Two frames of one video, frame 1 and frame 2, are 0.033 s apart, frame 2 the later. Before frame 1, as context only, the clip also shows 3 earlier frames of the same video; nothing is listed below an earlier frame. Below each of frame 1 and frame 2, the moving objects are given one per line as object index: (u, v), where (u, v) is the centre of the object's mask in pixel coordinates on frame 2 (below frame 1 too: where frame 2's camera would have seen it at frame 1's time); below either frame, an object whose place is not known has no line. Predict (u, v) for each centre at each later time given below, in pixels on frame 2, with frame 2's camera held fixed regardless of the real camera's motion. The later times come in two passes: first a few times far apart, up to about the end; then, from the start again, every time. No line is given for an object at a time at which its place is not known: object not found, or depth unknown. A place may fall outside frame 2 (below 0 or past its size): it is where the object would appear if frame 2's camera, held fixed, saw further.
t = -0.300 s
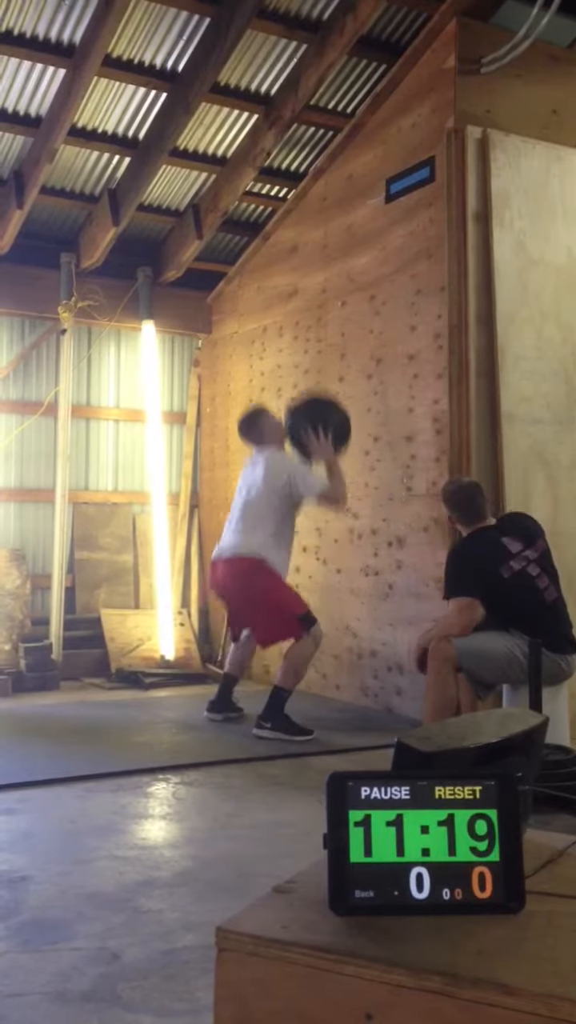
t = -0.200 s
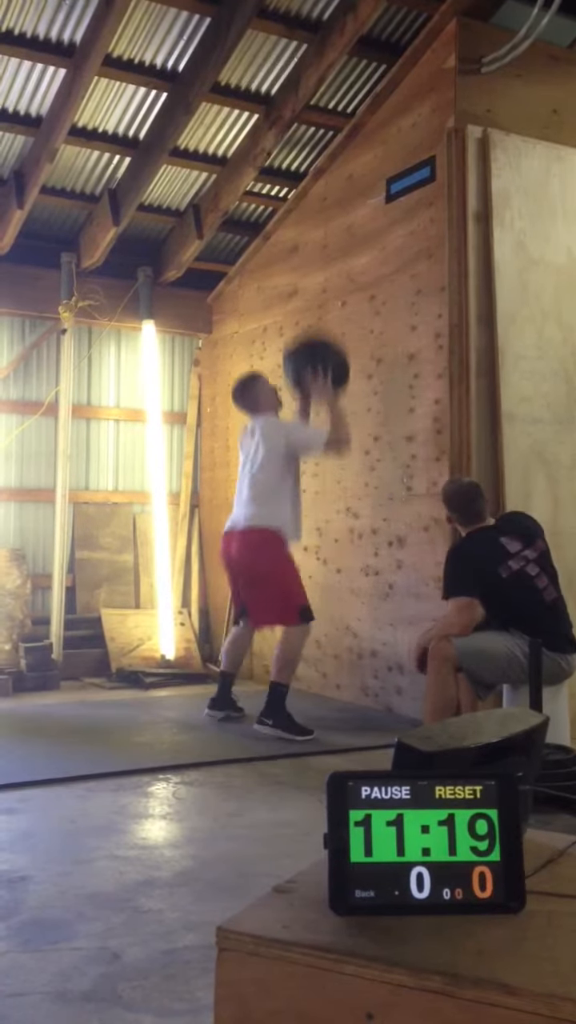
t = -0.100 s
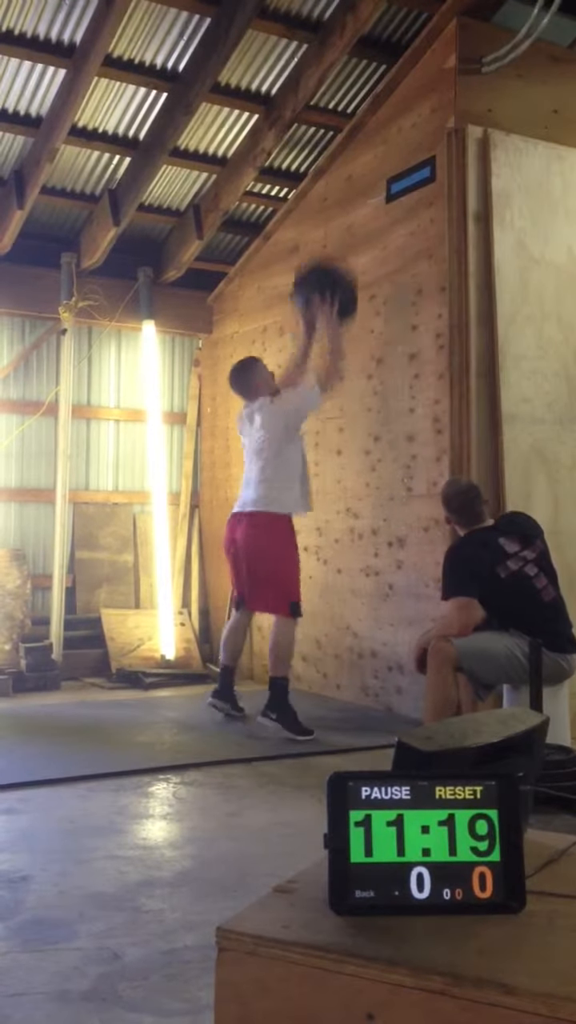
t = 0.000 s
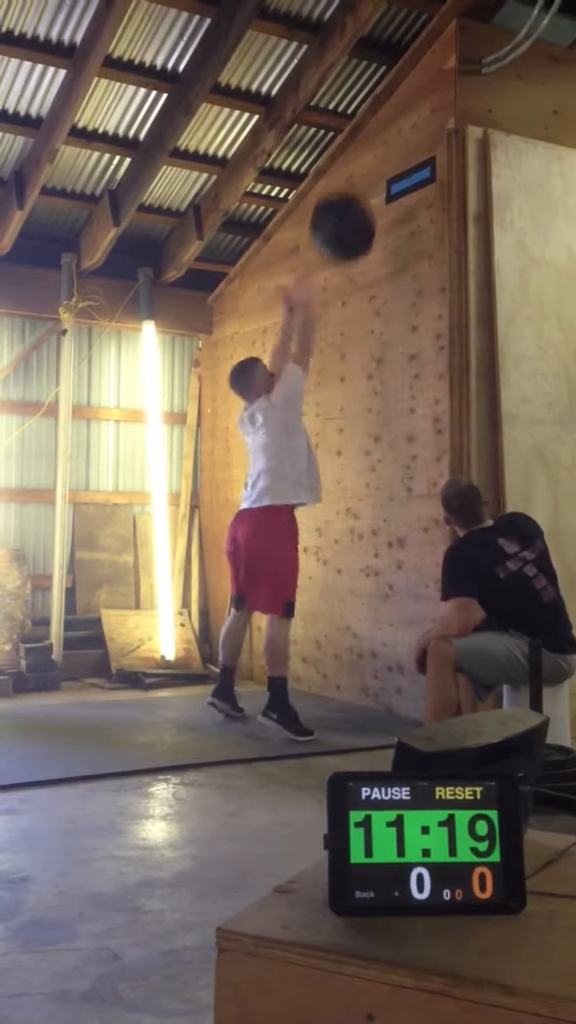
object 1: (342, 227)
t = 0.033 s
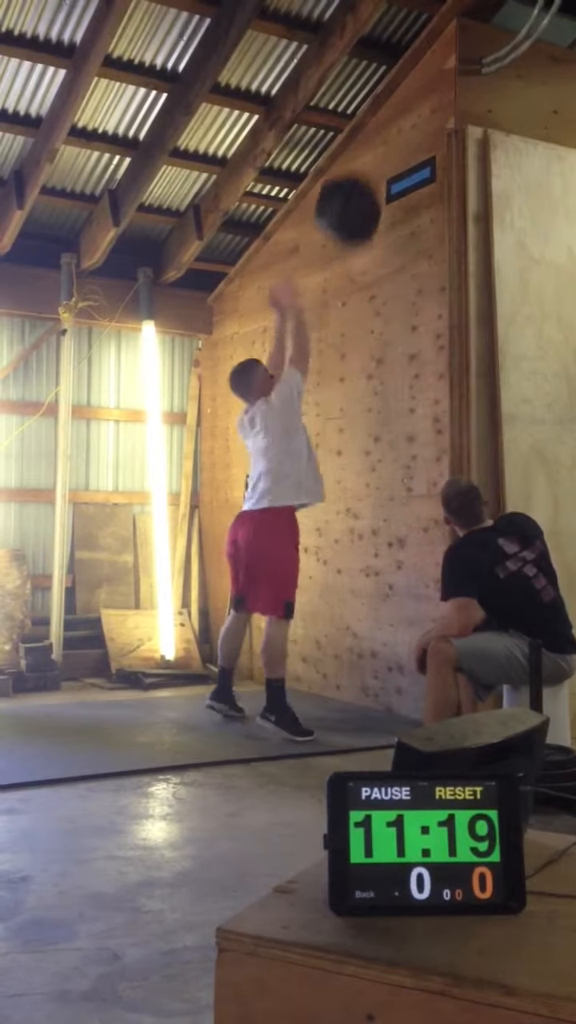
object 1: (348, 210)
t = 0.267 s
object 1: (390, 141)
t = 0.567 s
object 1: (361, 191)
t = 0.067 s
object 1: (354, 194)
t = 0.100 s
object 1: (359, 179)
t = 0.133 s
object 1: (364, 168)
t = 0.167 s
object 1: (370, 158)
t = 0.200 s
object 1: (382, 150)
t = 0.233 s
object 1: (388, 144)
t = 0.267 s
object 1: (390, 141)
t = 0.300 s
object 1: (391, 140)
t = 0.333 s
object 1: (390, 139)
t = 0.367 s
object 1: (388, 141)
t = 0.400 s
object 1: (385, 144)
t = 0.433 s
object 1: (382, 148)
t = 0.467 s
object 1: (379, 154)
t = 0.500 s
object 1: (368, 165)
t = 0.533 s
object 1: (364, 177)
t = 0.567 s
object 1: (361, 191)
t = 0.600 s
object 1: (358, 207)
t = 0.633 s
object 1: (354, 225)
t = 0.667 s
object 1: (351, 244)
